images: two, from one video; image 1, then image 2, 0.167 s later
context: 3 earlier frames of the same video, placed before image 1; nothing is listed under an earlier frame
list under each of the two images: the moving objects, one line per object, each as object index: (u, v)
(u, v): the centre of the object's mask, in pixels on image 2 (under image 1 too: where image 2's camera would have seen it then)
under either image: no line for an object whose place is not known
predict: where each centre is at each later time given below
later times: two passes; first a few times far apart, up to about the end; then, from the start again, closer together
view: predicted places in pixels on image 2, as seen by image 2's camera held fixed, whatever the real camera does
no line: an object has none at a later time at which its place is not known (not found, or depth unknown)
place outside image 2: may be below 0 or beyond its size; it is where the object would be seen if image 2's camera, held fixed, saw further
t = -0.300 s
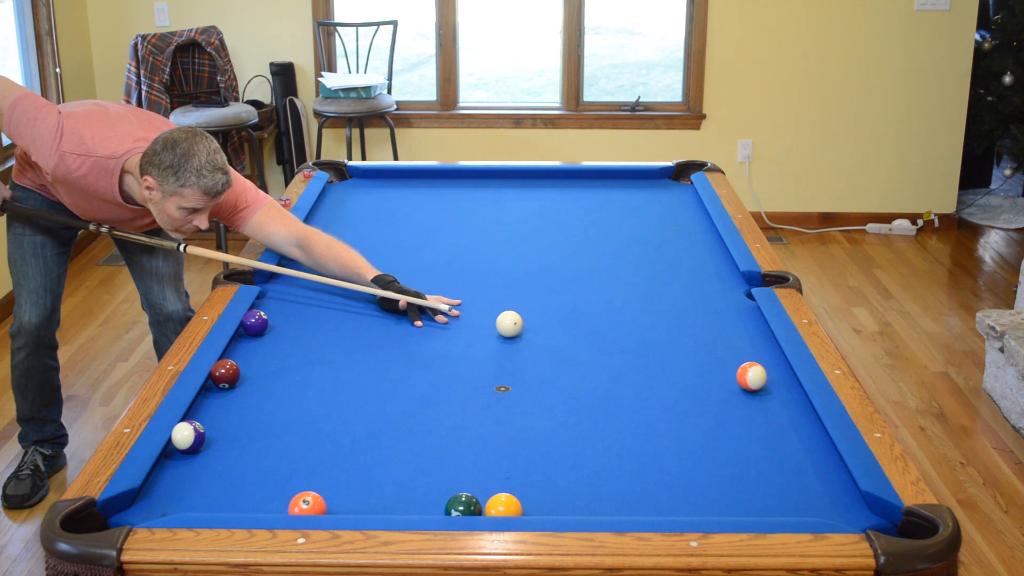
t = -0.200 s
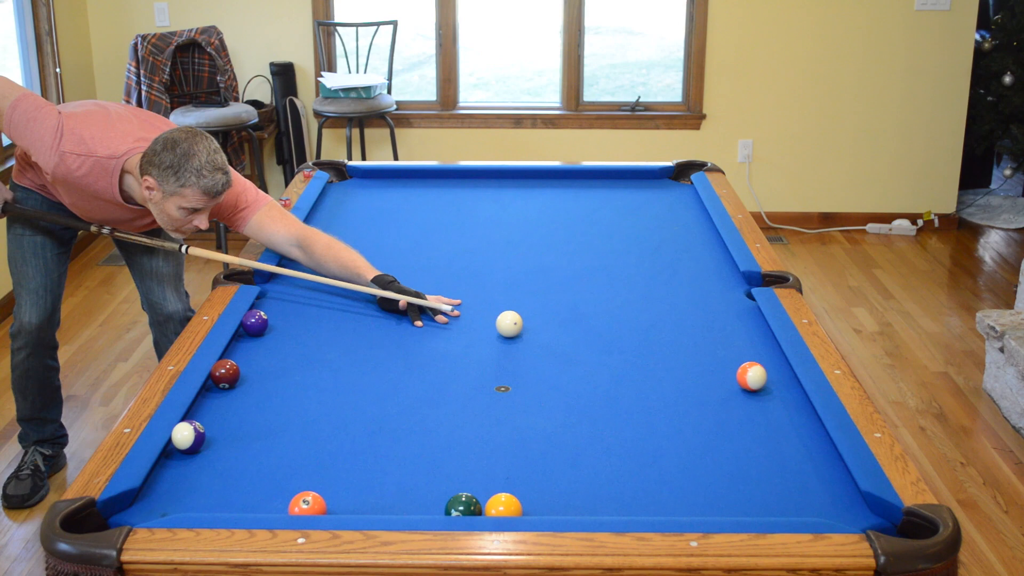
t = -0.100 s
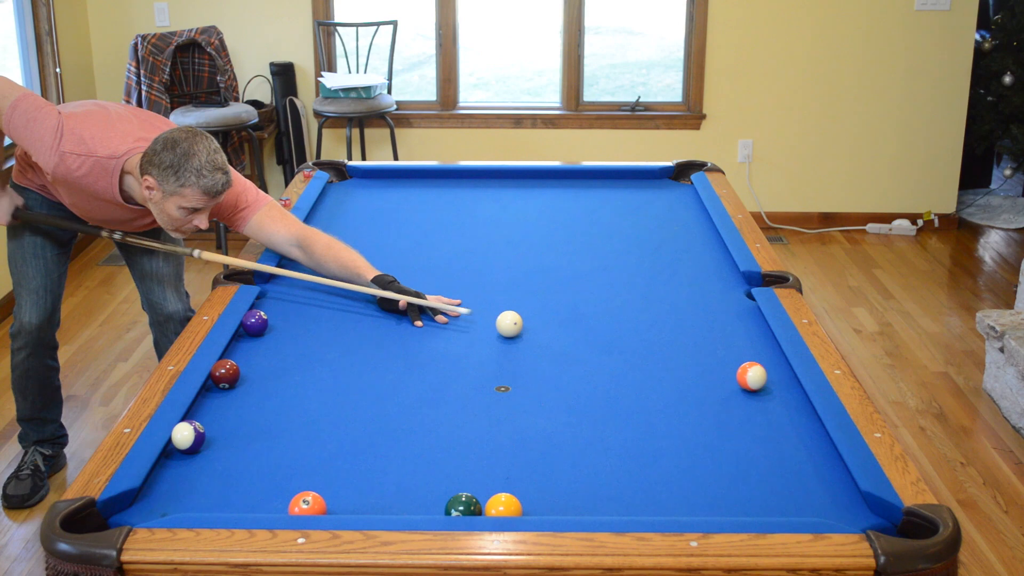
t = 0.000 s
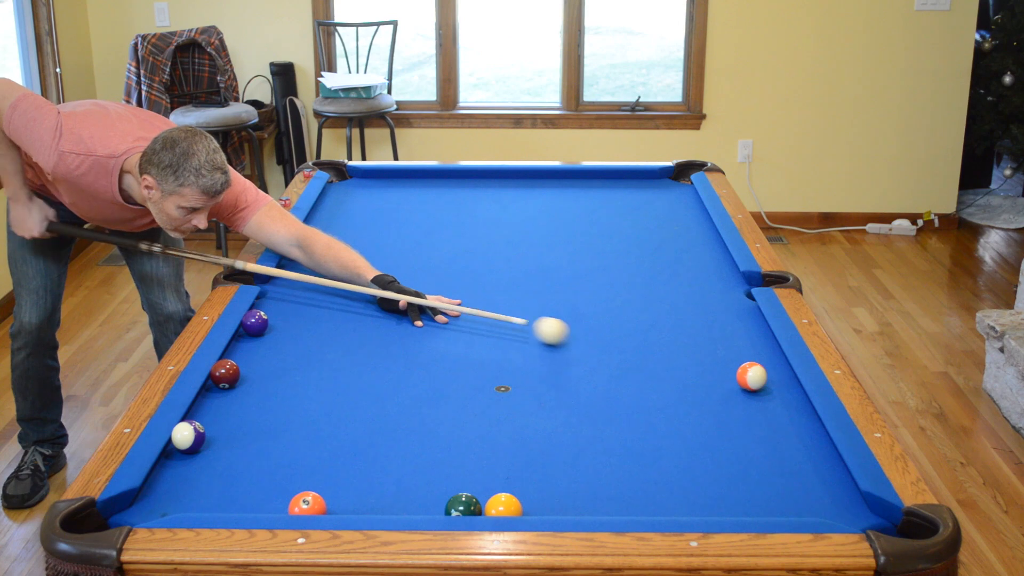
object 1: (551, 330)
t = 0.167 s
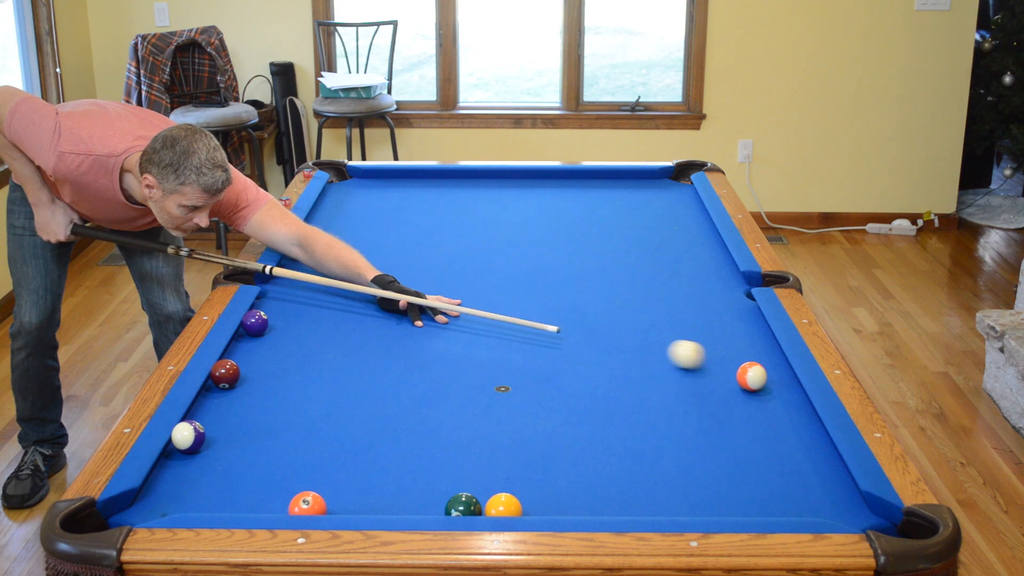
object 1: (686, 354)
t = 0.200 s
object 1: (714, 359)
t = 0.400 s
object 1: (712, 365)
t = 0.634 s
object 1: (614, 369)
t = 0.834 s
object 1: (533, 371)
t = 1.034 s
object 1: (453, 374)
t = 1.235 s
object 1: (374, 376)
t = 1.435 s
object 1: (297, 378)
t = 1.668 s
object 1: (231, 386)
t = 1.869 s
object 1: (218, 397)
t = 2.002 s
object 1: (225, 403)
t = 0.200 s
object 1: (714, 359)
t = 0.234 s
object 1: (739, 360)
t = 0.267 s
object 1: (771, 363)
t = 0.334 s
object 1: (746, 364)
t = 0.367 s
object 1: (729, 365)
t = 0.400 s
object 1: (712, 365)
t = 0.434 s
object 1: (697, 366)
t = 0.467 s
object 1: (682, 366)
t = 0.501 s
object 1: (669, 367)
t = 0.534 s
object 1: (655, 367)
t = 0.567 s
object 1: (641, 368)
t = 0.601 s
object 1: (627, 368)
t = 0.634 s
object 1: (614, 369)
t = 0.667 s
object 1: (600, 369)
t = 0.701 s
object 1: (587, 370)
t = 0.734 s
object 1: (573, 370)
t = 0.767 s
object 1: (560, 371)
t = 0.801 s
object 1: (546, 371)
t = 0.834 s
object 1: (533, 371)
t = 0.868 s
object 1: (519, 372)
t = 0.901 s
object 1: (506, 372)
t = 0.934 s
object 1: (492, 373)
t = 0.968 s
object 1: (479, 373)
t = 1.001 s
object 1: (466, 374)
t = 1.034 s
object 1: (453, 374)
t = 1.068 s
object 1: (439, 374)
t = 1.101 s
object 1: (426, 375)
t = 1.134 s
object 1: (413, 375)
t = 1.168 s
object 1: (400, 376)
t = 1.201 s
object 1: (387, 376)
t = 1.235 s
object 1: (374, 376)
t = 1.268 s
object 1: (362, 377)
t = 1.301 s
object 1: (349, 377)
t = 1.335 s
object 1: (336, 377)
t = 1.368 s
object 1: (323, 378)
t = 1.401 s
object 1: (310, 378)
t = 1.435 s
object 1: (297, 378)
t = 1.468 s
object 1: (285, 379)
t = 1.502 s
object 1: (273, 379)
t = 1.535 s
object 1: (260, 379)
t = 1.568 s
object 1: (248, 380)
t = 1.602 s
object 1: (242, 382)
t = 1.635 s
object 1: (237, 384)
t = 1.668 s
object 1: (231, 386)
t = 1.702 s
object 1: (225, 388)
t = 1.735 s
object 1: (218, 391)
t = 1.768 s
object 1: (213, 392)
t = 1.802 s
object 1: (215, 394)
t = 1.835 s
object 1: (217, 396)
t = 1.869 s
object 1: (218, 397)
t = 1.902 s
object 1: (220, 399)
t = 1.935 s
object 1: (222, 400)
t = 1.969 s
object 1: (223, 402)
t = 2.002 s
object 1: (225, 403)
